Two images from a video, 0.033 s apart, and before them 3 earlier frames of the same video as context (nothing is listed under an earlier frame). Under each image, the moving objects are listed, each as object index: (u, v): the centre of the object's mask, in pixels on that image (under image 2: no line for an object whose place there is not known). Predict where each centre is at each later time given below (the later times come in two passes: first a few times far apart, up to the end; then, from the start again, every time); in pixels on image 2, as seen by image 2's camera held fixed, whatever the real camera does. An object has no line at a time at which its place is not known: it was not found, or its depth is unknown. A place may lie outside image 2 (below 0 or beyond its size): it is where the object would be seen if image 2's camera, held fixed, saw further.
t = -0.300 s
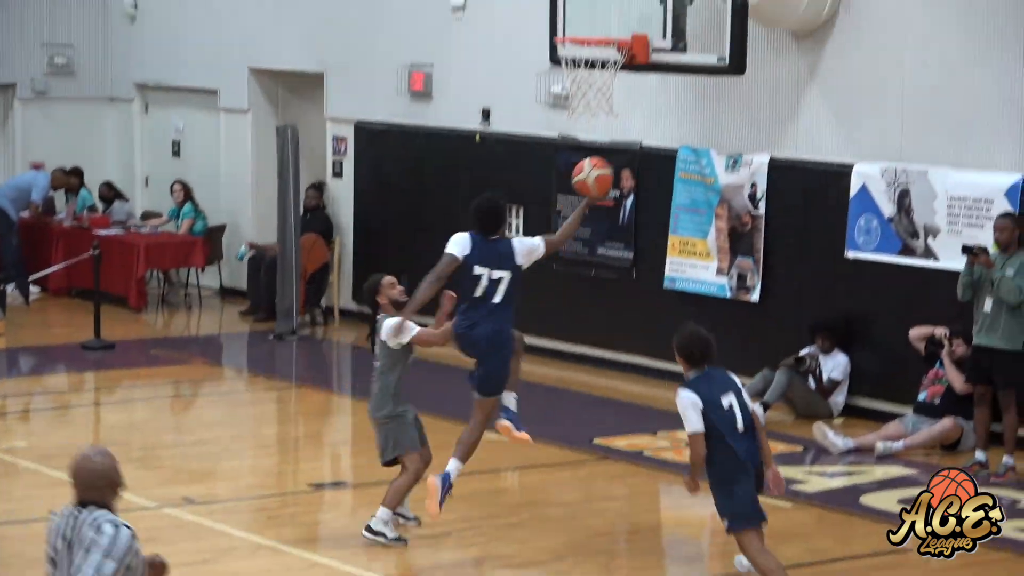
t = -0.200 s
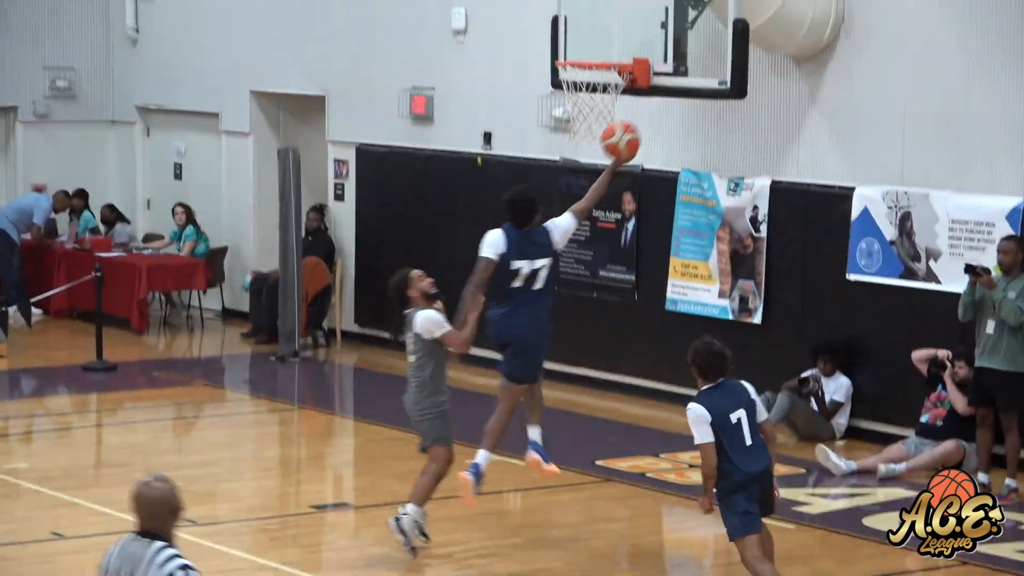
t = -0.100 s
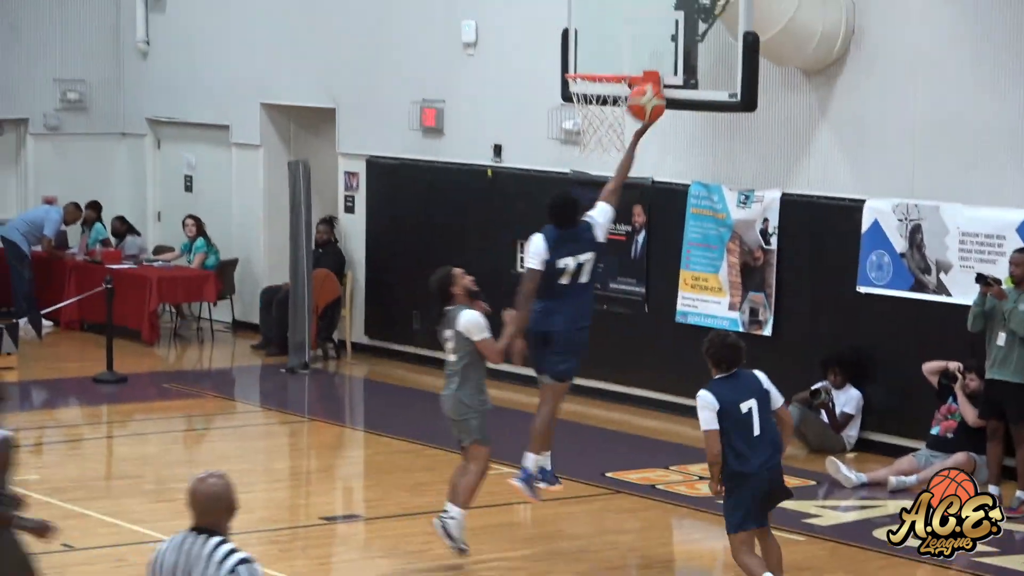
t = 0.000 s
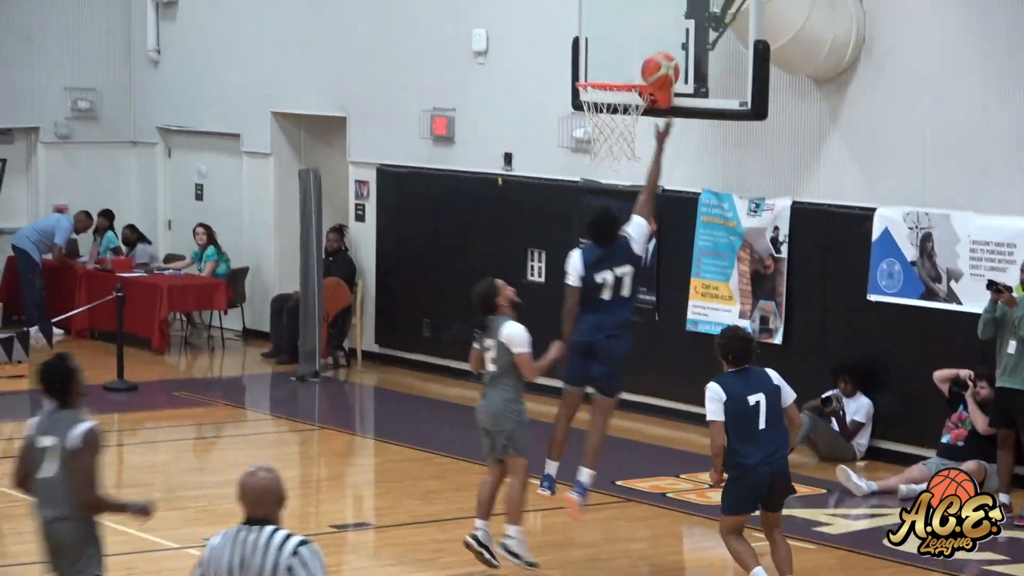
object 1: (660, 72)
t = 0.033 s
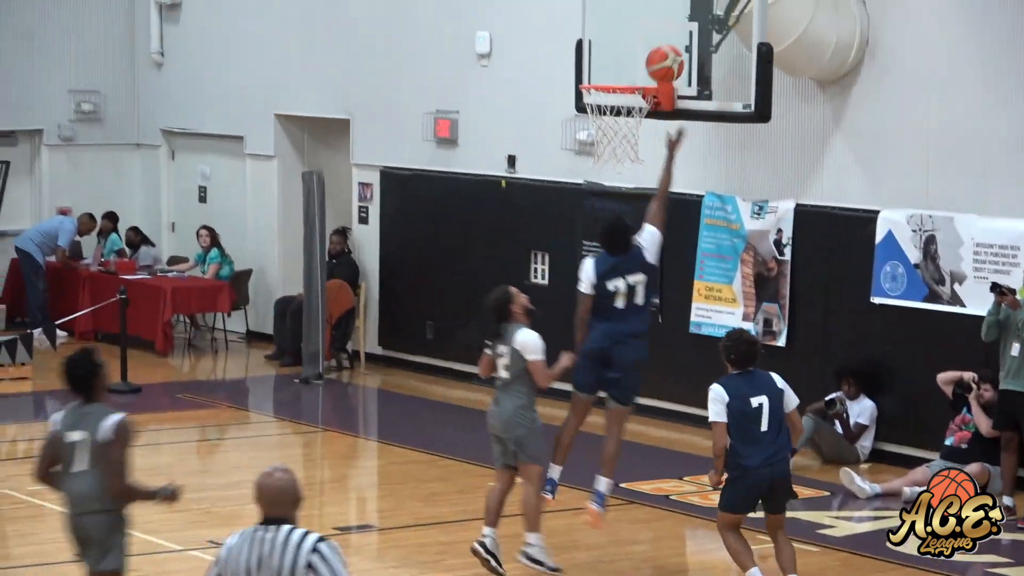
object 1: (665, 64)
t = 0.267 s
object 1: (671, 45)
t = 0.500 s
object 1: (645, 65)
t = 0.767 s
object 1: (597, 106)
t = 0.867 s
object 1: (591, 127)
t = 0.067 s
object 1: (666, 56)
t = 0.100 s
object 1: (667, 50)
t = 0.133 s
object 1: (668, 45)
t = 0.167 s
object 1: (669, 42)
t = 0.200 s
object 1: (669, 42)
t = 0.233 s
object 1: (671, 43)
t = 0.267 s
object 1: (671, 45)
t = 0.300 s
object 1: (672, 49)
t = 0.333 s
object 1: (672, 54)
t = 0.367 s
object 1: (666, 56)
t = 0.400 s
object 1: (661, 60)
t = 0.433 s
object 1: (655, 66)
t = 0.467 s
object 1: (650, 68)
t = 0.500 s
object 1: (645, 65)
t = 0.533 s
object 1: (639, 64)
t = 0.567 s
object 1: (633, 65)
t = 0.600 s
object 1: (628, 68)
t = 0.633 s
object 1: (622, 71)
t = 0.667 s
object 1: (616, 78)
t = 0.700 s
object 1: (611, 86)
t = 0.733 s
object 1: (603, 97)
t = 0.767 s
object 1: (597, 106)
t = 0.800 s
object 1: (593, 116)
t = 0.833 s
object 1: (592, 122)
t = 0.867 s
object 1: (591, 127)
